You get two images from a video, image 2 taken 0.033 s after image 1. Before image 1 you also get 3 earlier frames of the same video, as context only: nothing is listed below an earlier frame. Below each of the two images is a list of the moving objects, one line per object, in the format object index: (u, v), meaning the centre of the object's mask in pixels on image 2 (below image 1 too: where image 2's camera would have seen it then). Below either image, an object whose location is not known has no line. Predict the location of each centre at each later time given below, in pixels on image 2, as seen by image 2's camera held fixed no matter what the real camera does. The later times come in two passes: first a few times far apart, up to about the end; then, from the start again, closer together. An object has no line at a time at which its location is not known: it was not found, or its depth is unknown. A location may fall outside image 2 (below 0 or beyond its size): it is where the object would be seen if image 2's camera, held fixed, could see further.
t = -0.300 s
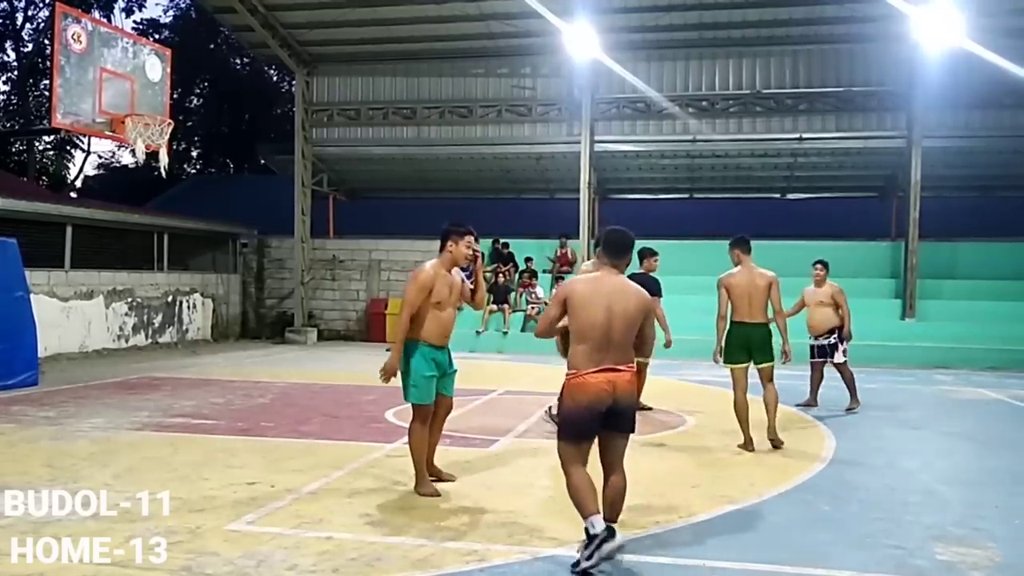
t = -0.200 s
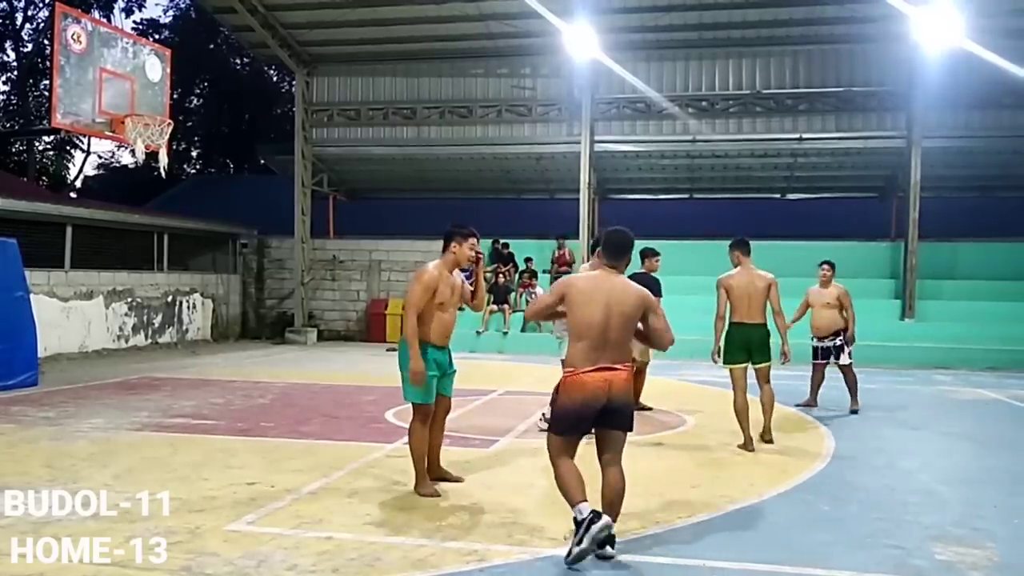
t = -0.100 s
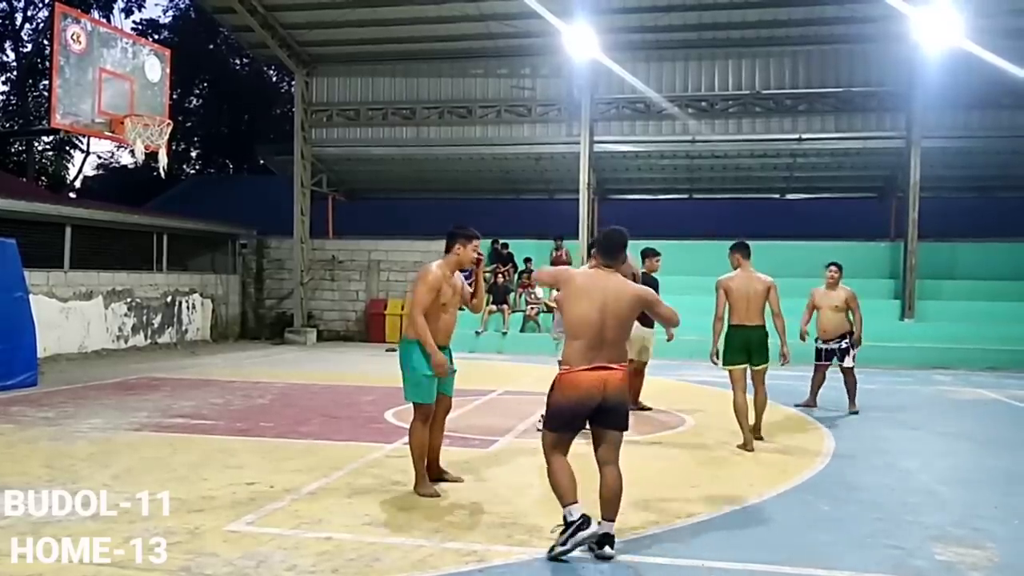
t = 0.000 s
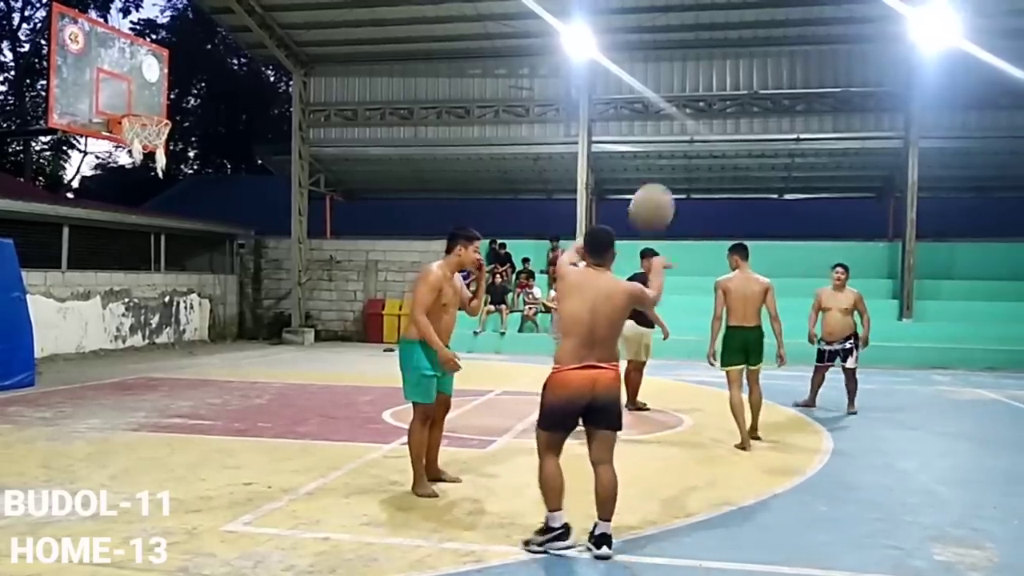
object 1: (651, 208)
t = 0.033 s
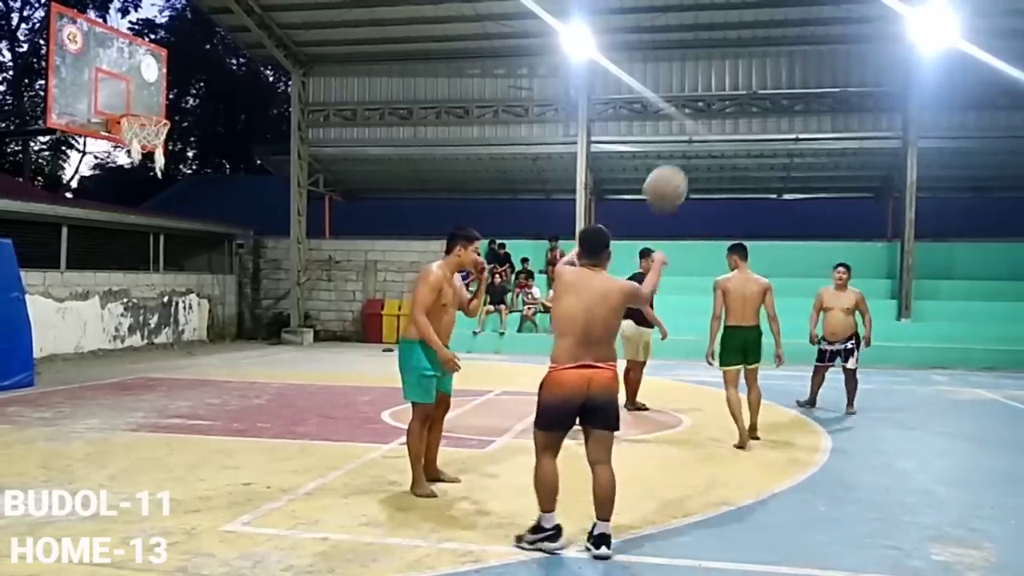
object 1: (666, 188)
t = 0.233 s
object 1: (737, 124)
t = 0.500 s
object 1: (802, 137)
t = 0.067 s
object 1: (679, 172)
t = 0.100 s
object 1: (691, 158)
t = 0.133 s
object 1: (704, 146)
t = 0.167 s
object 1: (715, 137)
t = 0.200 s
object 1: (727, 129)
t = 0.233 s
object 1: (737, 124)
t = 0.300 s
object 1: (757, 119)
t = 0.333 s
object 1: (765, 118)
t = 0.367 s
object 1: (773, 120)
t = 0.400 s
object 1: (781, 123)
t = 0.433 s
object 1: (788, 126)
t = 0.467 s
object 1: (796, 131)
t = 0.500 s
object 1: (802, 137)
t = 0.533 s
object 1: (809, 144)
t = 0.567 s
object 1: (816, 153)
